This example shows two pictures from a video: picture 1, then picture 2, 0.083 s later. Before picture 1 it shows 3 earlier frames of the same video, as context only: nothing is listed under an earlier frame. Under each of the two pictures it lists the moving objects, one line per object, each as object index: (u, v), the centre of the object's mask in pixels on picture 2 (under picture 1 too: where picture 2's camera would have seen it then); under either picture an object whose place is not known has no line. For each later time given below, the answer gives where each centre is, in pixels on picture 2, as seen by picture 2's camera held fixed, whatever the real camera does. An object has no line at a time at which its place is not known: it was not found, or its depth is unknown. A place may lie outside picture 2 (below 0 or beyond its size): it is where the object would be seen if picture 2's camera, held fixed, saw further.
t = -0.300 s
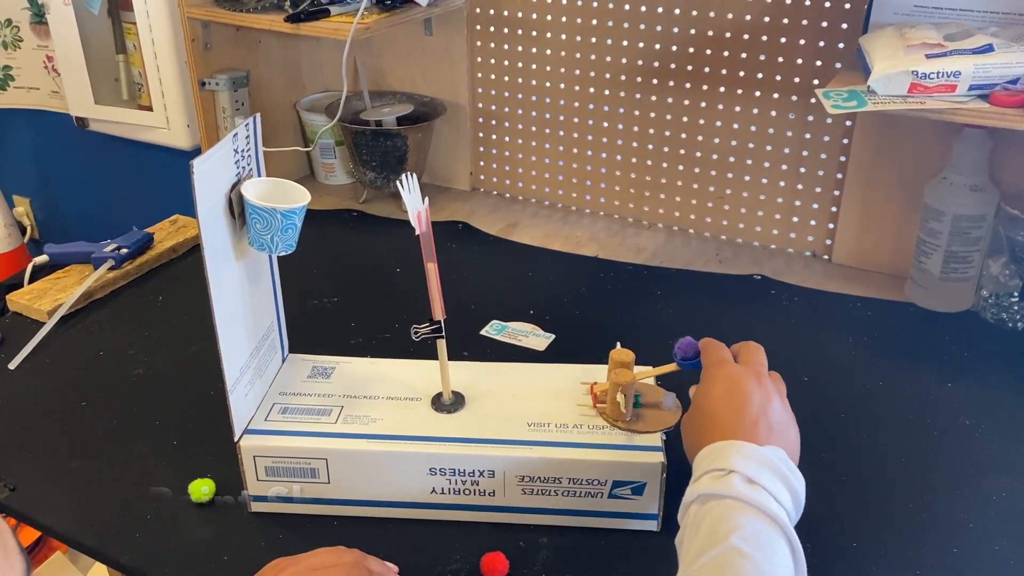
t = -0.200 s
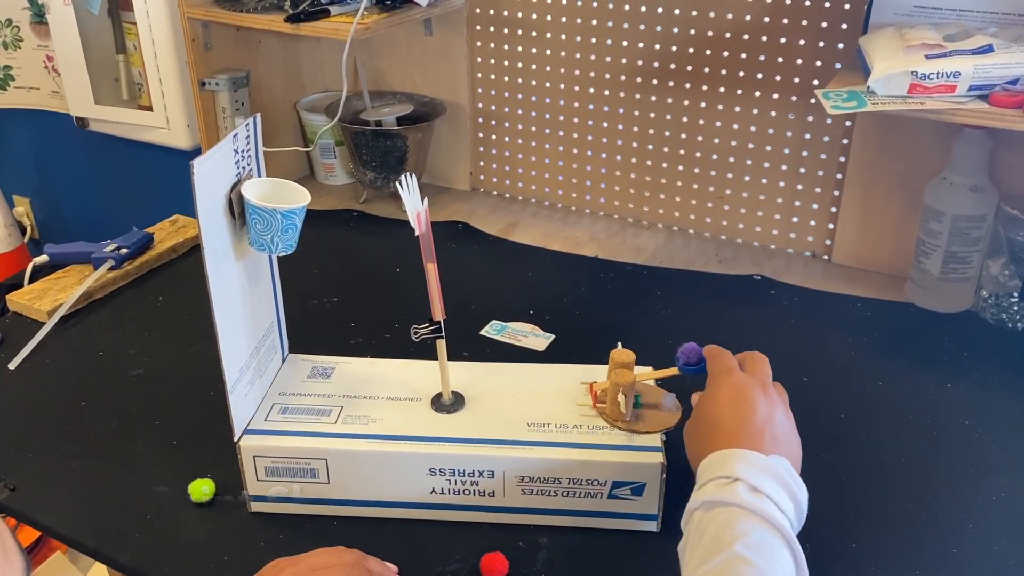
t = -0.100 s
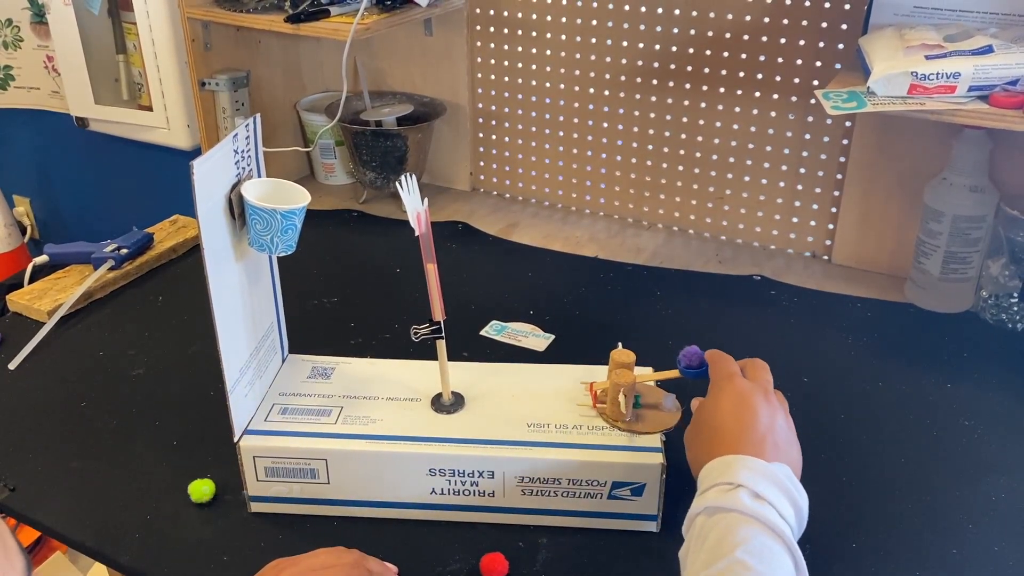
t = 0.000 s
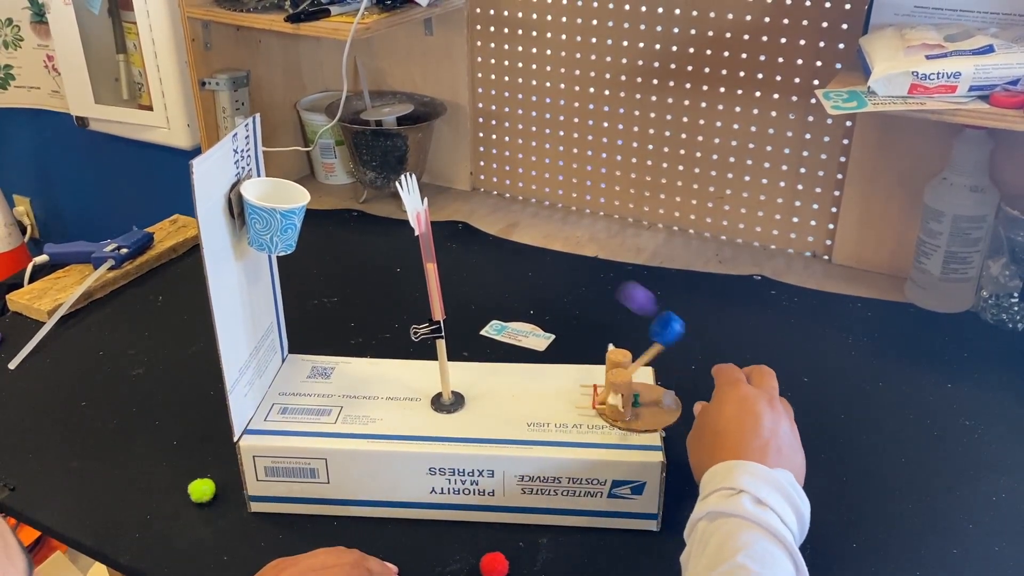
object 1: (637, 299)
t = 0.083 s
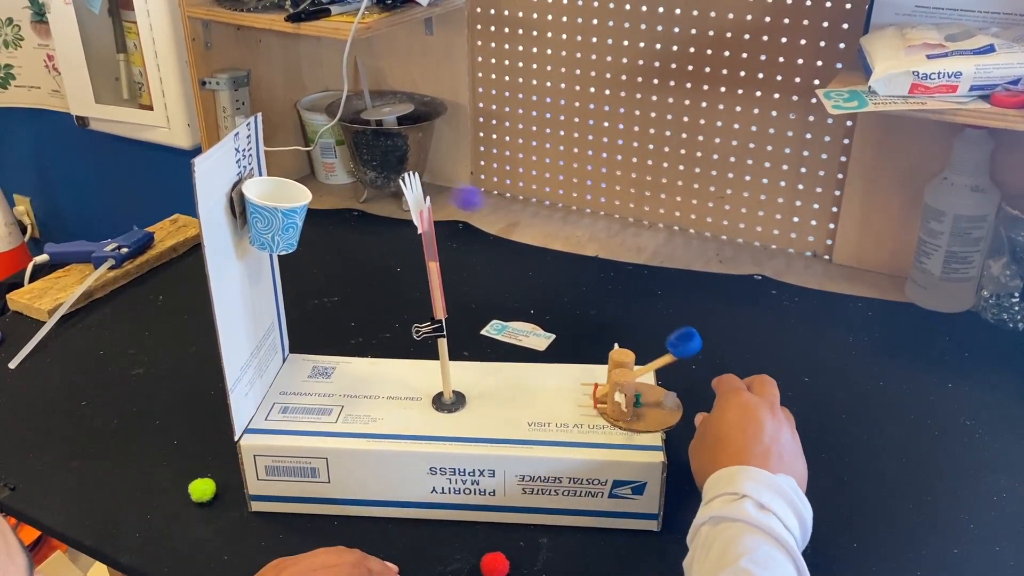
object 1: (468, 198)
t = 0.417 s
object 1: (494, 414)
